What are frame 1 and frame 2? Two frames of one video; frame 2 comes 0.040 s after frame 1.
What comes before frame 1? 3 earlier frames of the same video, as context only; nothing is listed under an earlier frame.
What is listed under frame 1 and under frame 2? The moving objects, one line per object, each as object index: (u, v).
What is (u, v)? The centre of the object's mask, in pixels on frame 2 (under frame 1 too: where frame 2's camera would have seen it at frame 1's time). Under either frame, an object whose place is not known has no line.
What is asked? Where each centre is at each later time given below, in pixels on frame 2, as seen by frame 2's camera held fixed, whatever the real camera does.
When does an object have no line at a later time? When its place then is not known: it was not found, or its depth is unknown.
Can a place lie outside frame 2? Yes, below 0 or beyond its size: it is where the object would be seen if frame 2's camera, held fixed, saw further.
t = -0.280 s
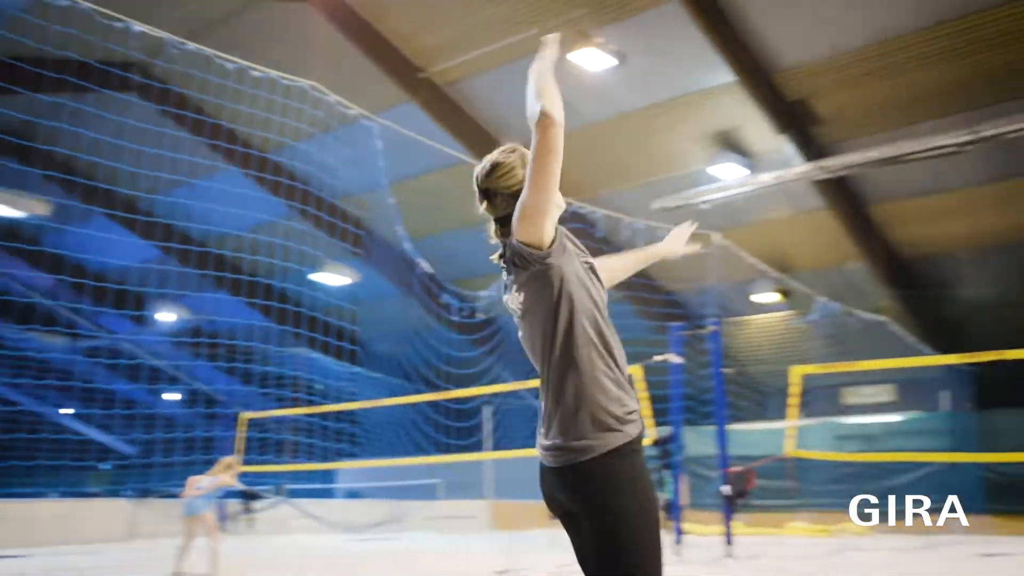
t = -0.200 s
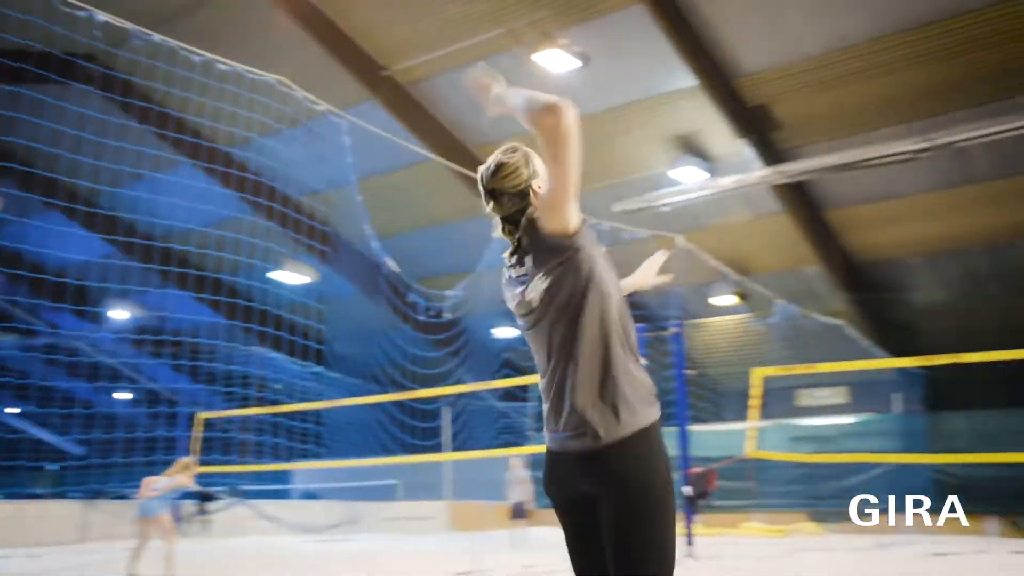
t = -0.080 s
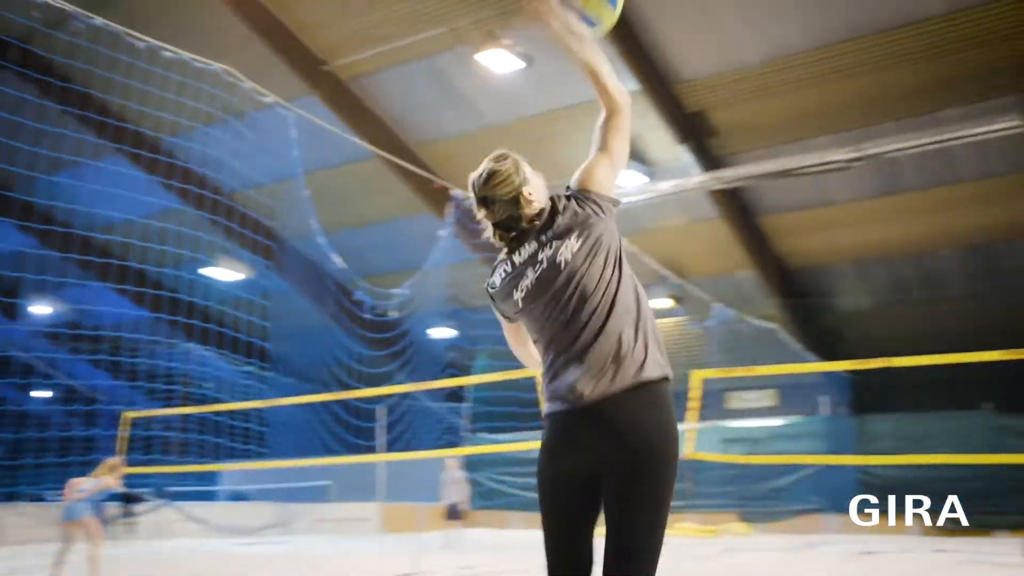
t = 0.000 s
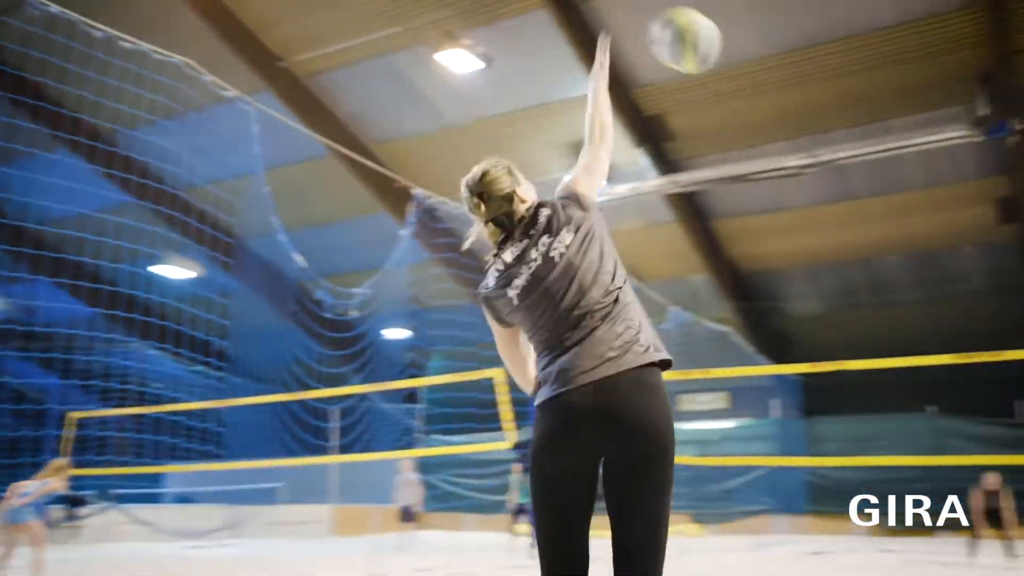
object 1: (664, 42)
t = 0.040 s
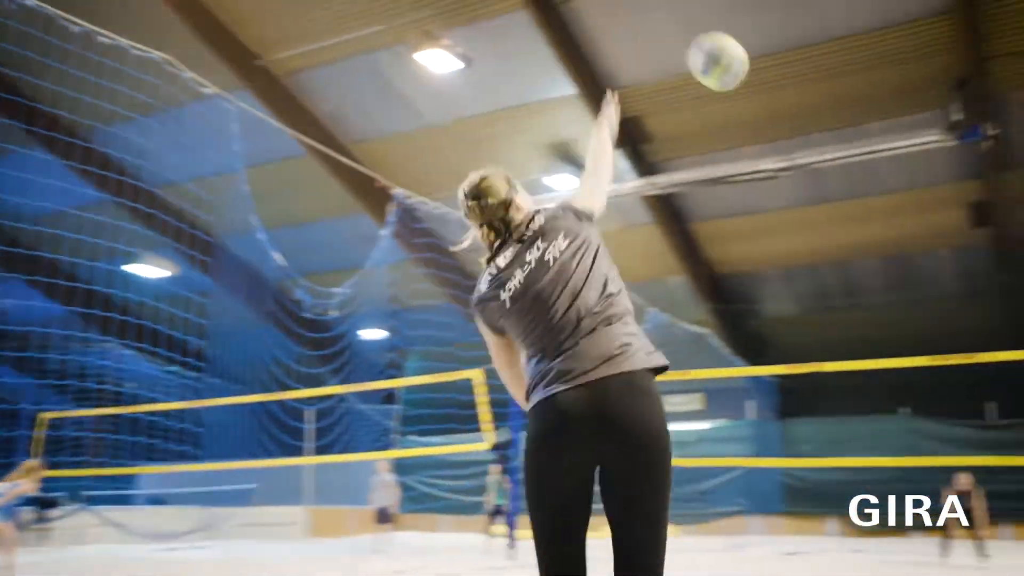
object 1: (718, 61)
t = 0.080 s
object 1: (760, 79)
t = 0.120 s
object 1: (792, 95)
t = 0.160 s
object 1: (816, 111)
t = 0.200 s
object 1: (836, 127)
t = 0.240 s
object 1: (853, 142)
